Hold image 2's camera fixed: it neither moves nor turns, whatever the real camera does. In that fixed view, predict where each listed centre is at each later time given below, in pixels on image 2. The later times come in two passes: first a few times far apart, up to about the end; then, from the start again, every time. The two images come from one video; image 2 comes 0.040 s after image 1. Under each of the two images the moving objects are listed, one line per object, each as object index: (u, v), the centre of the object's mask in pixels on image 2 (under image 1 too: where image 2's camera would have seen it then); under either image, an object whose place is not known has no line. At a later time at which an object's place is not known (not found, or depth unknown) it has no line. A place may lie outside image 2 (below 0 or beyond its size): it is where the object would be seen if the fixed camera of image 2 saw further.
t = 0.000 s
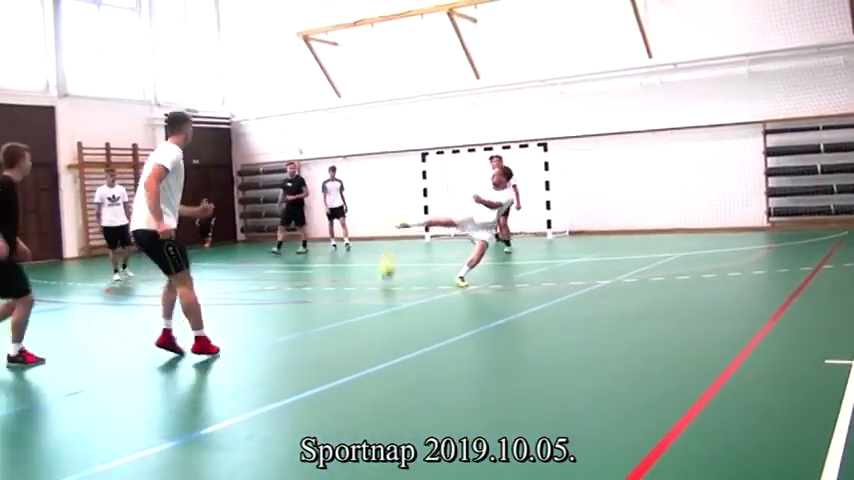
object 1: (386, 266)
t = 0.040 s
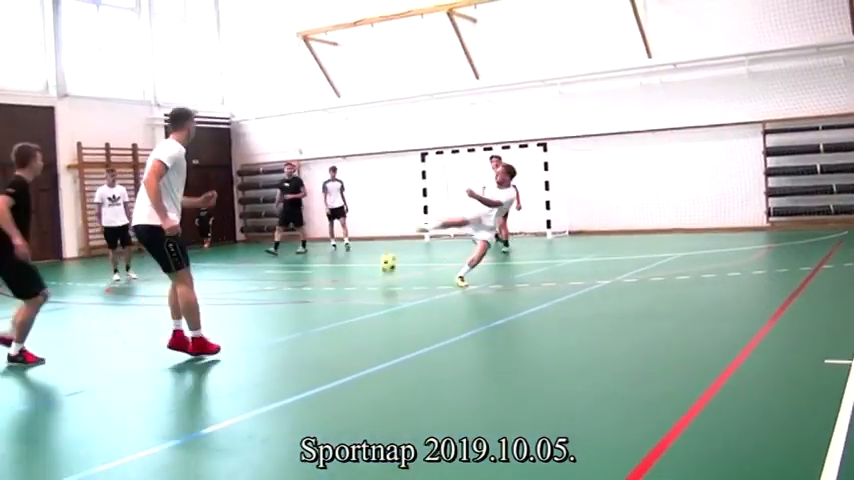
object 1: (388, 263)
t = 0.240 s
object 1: (403, 159)
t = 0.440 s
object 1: (424, 77)
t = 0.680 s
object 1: (457, 16)
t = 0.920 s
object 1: (505, 11)
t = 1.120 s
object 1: (559, 69)
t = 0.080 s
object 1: (389, 242)
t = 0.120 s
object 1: (393, 220)
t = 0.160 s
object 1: (396, 200)
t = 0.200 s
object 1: (399, 179)
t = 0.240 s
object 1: (403, 159)
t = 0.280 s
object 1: (406, 141)
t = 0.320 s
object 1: (410, 123)
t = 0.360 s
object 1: (414, 108)
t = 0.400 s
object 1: (419, 91)
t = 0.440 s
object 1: (424, 77)
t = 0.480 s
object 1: (428, 63)
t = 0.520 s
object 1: (434, 50)
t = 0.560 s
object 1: (439, 40)
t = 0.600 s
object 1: (445, 29)
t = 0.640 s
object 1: (451, 21)
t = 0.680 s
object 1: (457, 16)
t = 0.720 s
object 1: (464, 10)
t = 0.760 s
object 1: (472, 8)
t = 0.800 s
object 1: (478, 8)
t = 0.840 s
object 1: (487, 8)
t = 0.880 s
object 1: (495, 9)
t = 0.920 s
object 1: (505, 11)
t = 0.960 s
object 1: (513, 14)
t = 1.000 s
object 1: (524, 24)
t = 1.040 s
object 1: (535, 36)
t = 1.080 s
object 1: (546, 51)
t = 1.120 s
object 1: (559, 69)
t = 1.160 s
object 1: (569, 90)
